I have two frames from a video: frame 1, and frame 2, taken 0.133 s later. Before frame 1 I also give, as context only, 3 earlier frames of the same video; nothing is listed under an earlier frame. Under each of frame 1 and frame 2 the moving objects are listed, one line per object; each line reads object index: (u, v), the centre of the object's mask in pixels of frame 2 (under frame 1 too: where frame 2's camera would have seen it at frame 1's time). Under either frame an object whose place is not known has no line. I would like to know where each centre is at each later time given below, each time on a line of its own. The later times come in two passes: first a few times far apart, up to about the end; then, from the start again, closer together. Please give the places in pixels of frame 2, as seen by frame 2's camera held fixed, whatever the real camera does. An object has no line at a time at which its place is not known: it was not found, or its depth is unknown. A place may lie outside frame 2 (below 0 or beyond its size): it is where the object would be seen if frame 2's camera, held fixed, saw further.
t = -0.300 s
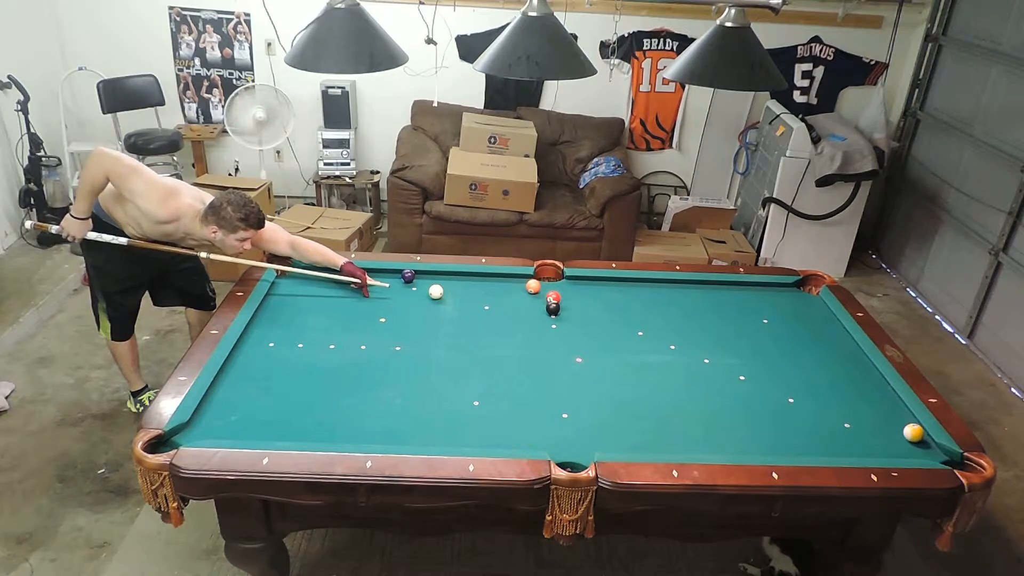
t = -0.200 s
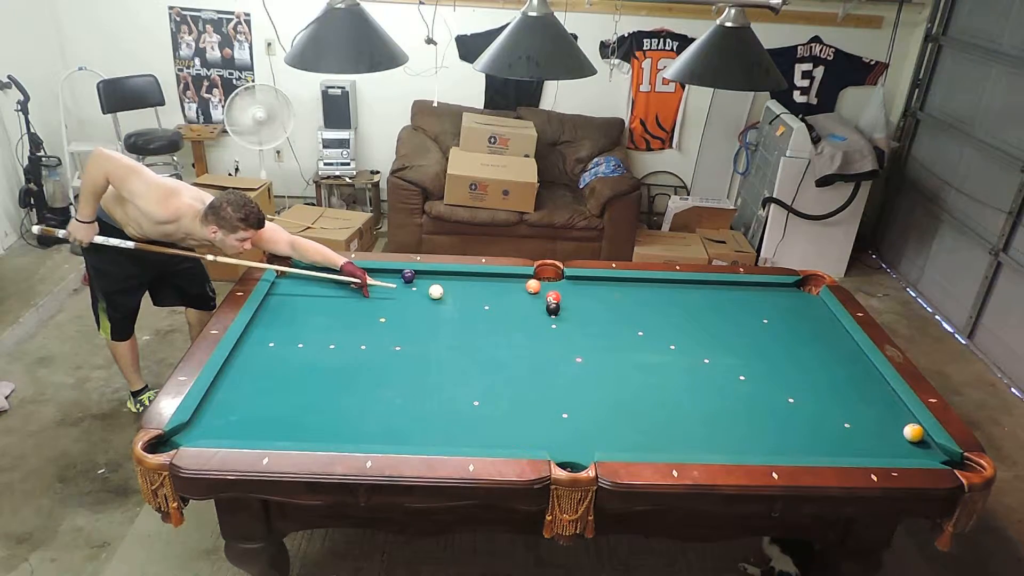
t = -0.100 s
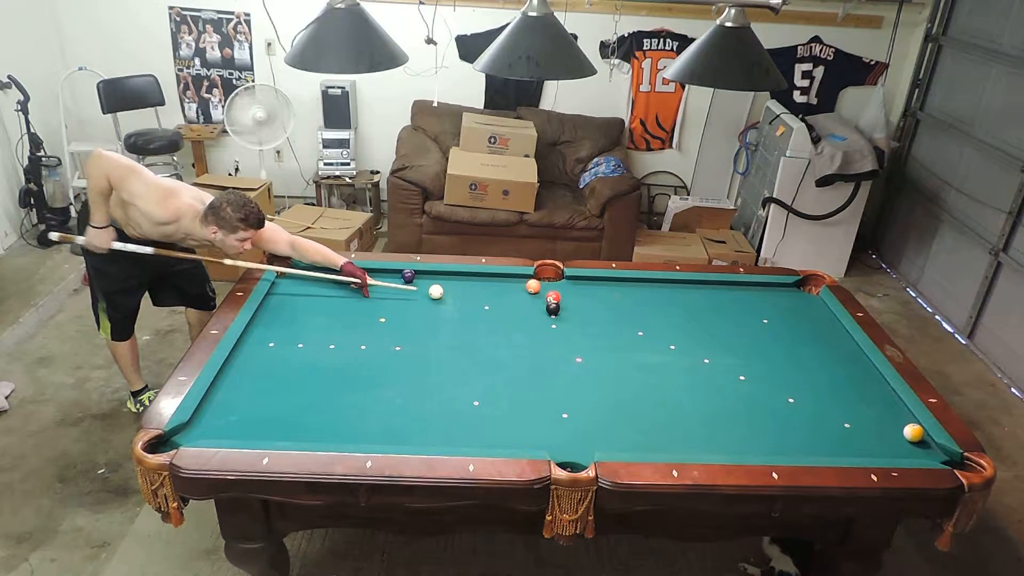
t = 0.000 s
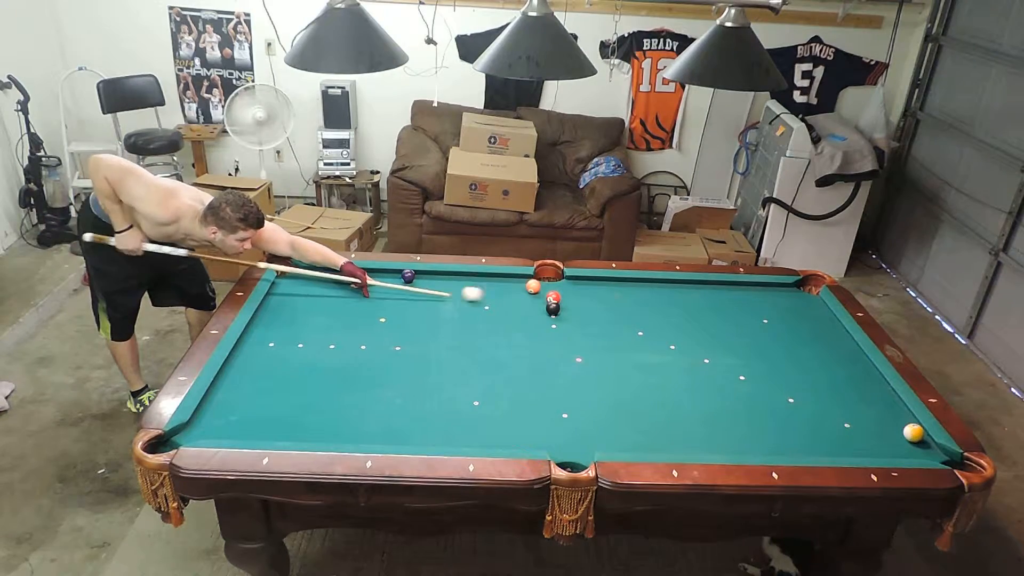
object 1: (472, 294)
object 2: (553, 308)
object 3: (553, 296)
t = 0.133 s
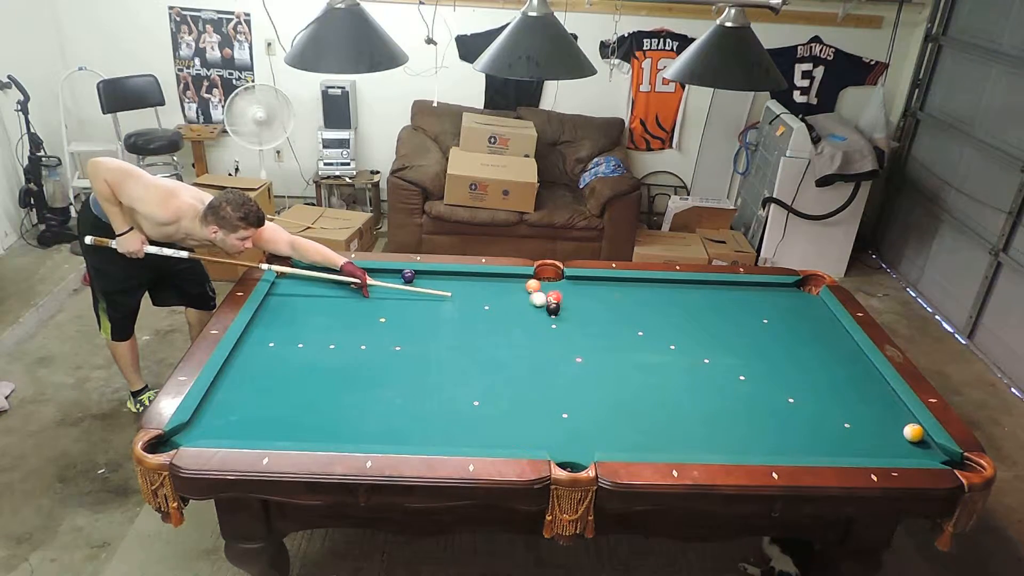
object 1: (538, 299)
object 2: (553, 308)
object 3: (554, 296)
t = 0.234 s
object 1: (540, 304)
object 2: (555, 309)
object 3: (589, 296)
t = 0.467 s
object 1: (542, 309)
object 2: (566, 313)
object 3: (649, 292)
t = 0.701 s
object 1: (544, 313)
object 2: (576, 317)
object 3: (702, 289)
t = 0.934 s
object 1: (547, 317)
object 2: (584, 320)
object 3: (752, 286)
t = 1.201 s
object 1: (548, 320)
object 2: (593, 323)
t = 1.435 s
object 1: (550, 322)
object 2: (599, 325)
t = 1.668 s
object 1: (551, 323)
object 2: (603, 327)
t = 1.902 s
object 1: (551, 323)
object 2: (606, 328)
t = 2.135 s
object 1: (551, 323)
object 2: (608, 329)
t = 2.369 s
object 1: (551, 323)
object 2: (608, 329)
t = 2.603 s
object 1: (551, 323)
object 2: (608, 329)
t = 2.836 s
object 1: (551, 323)
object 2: (608, 329)
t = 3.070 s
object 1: (551, 323)
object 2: (608, 329)
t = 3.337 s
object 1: (551, 323)
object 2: (608, 329)
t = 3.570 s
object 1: (551, 323)
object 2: (608, 329)
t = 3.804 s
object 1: (551, 323)
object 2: (608, 329)
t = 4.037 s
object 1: (551, 323)
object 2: (608, 329)
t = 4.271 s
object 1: (551, 323)
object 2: (608, 329)
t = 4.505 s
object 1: (551, 323)
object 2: (608, 329)
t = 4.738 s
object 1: (551, 323)
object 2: (608, 329)
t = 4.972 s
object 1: (551, 323)
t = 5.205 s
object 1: (551, 323)
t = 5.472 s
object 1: (553, 322)
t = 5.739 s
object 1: (546, 322)
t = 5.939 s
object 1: (551, 323)
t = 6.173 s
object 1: (551, 323)
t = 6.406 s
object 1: (551, 323)
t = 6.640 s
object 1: (551, 323)
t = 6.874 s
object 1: (551, 323)
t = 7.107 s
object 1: (551, 323)
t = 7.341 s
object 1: (551, 323)
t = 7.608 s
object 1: (551, 323)
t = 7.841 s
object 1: (551, 323)
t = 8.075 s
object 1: (551, 323)
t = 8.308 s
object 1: (551, 323)
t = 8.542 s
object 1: (551, 323)
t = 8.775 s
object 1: (551, 323)
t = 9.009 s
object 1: (551, 323)
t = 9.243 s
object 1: (551, 323)
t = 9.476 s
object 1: (551, 323)
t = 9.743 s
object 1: (551, 323)
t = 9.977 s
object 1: (551, 323)
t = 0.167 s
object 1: (540, 301)
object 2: (553, 308)
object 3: (566, 297)
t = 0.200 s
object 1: (540, 303)
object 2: (553, 308)
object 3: (578, 297)
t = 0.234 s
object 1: (540, 304)
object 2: (555, 309)
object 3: (589, 296)
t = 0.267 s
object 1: (540, 304)
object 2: (557, 309)
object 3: (599, 295)
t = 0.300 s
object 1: (540, 305)
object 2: (558, 310)
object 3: (608, 295)
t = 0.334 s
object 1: (540, 306)
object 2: (560, 311)
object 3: (616, 294)
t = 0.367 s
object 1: (541, 307)
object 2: (562, 312)
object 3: (624, 294)
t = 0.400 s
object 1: (541, 307)
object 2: (563, 312)
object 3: (632, 293)
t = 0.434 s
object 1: (541, 308)
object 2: (564, 313)
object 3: (640, 293)
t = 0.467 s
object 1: (542, 309)
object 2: (566, 313)
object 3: (649, 292)
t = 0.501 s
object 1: (542, 310)
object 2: (567, 314)
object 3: (656, 292)
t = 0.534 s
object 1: (543, 310)
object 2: (569, 314)
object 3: (664, 292)
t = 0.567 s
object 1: (543, 311)
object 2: (570, 315)
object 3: (672, 291)
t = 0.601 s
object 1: (543, 311)
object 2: (571, 315)
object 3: (680, 290)
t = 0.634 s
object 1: (543, 312)
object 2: (573, 316)
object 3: (687, 290)
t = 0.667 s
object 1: (544, 313)
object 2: (574, 316)
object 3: (695, 290)
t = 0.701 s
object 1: (544, 313)
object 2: (576, 317)
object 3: (702, 289)
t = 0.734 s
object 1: (545, 314)
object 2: (577, 317)
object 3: (709, 289)
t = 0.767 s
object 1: (545, 314)
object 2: (578, 318)
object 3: (717, 288)
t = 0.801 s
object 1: (545, 315)
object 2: (579, 318)
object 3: (724, 288)
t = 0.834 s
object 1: (546, 315)
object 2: (581, 319)
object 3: (731, 288)
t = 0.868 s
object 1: (546, 316)
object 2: (582, 319)
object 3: (739, 287)
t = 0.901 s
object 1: (546, 316)
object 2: (583, 320)
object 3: (746, 287)
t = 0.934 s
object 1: (547, 317)
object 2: (584, 320)
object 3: (752, 286)
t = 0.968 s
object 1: (547, 317)
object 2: (585, 321)
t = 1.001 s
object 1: (547, 318)
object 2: (586, 321)
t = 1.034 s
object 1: (547, 318)
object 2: (588, 322)
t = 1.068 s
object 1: (547, 318)
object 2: (589, 322)
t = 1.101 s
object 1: (547, 319)
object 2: (590, 322)
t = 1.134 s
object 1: (548, 319)
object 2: (590, 323)
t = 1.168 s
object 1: (548, 320)
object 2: (592, 323)
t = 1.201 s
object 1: (548, 320)
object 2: (593, 323)
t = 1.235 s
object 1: (548, 320)
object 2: (593, 324)
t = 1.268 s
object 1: (549, 321)
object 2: (594, 324)
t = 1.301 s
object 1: (549, 321)
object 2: (595, 324)
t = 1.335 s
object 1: (549, 321)
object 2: (596, 325)
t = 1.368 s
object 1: (549, 321)
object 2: (597, 325)
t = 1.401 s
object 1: (550, 322)
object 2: (598, 325)
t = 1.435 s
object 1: (550, 322)
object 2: (599, 325)
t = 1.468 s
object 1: (550, 322)
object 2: (599, 326)
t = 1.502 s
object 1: (550, 322)
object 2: (600, 326)
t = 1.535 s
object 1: (550, 322)
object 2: (601, 326)
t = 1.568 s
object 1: (550, 322)
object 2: (601, 327)
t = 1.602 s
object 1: (551, 323)
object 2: (602, 327)
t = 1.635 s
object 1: (551, 323)
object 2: (603, 327)
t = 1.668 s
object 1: (551, 323)
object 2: (603, 327)
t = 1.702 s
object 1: (551, 323)
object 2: (604, 328)
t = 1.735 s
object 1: (551, 323)
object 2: (604, 328)
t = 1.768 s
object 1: (551, 323)
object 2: (605, 328)
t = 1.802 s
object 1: (551, 323)
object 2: (605, 328)
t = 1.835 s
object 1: (551, 323)
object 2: (606, 328)
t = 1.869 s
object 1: (551, 323)
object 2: (606, 328)
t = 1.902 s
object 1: (551, 323)
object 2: (606, 328)
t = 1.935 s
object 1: (551, 323)
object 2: (607, 329)
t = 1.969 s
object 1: (551, 323)
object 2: (607, 329)
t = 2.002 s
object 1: (551, 323)
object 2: (607, 329)
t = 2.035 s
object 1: (551, 323)
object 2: (608, 329)
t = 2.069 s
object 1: (551, 323)
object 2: (608, 329)
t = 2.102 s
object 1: (551, 323)
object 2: (608, 329)
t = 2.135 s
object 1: (551, 323)
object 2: (608, 329)
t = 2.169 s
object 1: (551, 323)
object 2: (608, 329)
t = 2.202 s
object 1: (551, 323)
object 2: (608, 329)
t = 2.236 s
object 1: (551, 323)
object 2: (608, 329)
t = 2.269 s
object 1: (551, 323)
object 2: (608, 329)
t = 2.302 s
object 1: (551, 323)
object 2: (608, 329)
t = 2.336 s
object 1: (551, 323)
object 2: (609, 329)
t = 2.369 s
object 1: (551, 323)
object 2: (608, 329)
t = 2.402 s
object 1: (551, 323)
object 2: (608, 329)
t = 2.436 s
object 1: (551, 323)
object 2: (609, 329)
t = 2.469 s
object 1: (551, 323)
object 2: (608, 329)
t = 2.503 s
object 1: (551, 323)
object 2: (608, 329)
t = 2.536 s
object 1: (551, 323)
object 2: (609, 329)
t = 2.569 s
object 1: (551, 323)
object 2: (609, 329)
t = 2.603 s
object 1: (551, 323)
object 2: (608, 329)
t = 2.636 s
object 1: (551, 323)
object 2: (608, 329)
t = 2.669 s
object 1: (551, 323)
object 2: (608, 329)
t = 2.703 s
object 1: (551, 323)
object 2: (609, 329)
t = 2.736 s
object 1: (551, 323)
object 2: (609, 329)
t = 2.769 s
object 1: (551, 323)
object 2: (608, 329)
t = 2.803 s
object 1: (551, 323)
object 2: (608, 329)
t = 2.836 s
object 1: (551, 323)
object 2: (608, 329)
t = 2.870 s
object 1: (551, 323)
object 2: (608, 329)
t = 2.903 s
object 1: (551, 323)
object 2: (608, 329)
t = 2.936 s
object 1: (551, 323)
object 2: (608, 329)
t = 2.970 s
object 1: (551, 323)
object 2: (608, 329)
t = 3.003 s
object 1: (551, 323)
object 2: (608, 329)
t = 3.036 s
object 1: (551, 323)
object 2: (608, 329)
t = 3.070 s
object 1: (551, 323)
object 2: (608, 329)
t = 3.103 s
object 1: (551, 323)
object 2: (608, 329)
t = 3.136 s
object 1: (551, 323)
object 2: (608, 329)
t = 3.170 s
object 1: (551, 323)
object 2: (608, 329)
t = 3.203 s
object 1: (551, 323)
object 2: (608, 329)
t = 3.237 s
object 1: (551, 323)
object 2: (608, 329)
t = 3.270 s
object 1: (551, 323)
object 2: (608, 329)
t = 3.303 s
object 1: (551, 323)
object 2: (608, 329)
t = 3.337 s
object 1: (551, 323)
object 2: (608, 329)
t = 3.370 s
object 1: (551, 323)
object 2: (608, 329)
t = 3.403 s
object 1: (551, 323)
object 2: (608, 329)
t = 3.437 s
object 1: (551, 323)
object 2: (608, 329)
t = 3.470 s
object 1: (551, 323)
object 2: (608, 329)
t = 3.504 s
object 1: (551, 323)
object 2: (608, 329)
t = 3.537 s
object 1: (551, 323)
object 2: (608, 329)
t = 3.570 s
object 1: (551, 323)
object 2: (608, 329)
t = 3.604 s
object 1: (551, 323)
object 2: (608, 329)
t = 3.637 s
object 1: (551, 323)
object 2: (608, 329)
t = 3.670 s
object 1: (551, 323)
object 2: (608, 329)
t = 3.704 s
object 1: (551, 323)
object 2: (608, 329)
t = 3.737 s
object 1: (551, 323)
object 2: (608, 329)
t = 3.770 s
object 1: (551, 323)
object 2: (608, 329)
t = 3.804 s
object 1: (551, 323)
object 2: (608, 329)
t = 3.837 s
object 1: (551, 323)
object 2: (608, 329)
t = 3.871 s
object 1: (551, 323)
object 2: (608, 329)
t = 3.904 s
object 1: (551, 323)
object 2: (608, 329)
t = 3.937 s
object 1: (551, 323)
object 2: (608, 329)
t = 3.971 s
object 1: (551, 323)
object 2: (608, 329)
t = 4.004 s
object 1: (551, 323)
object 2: (608, 329)
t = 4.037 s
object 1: (551, 323)
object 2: (608, 329)
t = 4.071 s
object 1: (551, 323)
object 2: (608, 329)
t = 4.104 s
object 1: (551, 323)
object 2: (608, 329)
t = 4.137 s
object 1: (551, 323)
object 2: (608, 329)
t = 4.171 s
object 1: (551, 323)
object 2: (608, 329)
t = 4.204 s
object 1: (551, 323)
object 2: (608, 329)
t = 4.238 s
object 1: (551, 323)
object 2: (608, 329)
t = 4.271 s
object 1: (551, 323)
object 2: (608, 329)
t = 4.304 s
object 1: (551, 323)
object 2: (608, 329)
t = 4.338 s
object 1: (551, 323)
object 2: (608, 329)
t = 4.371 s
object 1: (551, 323)
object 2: (608, 329)
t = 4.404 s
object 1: (551, 323)
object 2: (608, 329)
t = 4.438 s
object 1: (551, 323)
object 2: (608, 329)
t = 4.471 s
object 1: (551, 323)
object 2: (608, 329)
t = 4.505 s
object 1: (551, 323)
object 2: (608, 329)
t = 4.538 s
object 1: (551, 323)
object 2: (608, 329)
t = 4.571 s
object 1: (551, 323)
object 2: (608, 329)
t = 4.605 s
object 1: (551, 323)
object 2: (608, 329)
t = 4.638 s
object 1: (551, 323)
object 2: (608, 329)
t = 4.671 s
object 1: (551, 323)
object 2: (608, 329)
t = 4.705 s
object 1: (551, 323)
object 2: (608, 329)
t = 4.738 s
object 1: (551, 323)
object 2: (608, 329)
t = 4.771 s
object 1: (551, 323)
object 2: (608, 329)
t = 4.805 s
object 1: (551, 323)
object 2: (608, 329)
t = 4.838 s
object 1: (551, 323)
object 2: (608, 329)
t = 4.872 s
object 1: (551, 323)
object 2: (608, 329)
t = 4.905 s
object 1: (551, 323)
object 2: (608, 329)
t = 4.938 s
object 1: (551, 323)
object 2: (608, 329)
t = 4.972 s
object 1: (551, 323)
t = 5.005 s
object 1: (551, 323)
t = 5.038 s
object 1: (551, 323)
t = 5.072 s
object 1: (551, 323)
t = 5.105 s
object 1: (551, 323)
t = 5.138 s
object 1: (551, 323)
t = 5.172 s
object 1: (551, 323)
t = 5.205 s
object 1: (551, 323)
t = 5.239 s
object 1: (551, 323)
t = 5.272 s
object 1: (551, 323)
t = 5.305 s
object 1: (551, 323)
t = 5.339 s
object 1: (551, 323)
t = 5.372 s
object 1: (551, 323)
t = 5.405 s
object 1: (551, 323)
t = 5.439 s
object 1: (551, 323)
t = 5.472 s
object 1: (553, 322)
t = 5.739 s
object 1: (546, 322)
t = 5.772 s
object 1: (551, 323)
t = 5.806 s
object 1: (551, 323)
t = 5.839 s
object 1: (551, 323)
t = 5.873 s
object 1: (551, 323)
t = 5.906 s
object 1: (551, 323)
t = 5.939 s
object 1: (551, 323)
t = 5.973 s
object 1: (551, 323)
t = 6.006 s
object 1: (551, 323)
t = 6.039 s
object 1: (551, 323)
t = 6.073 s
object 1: (551, 323)
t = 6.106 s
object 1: (551, 323)
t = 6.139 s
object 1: (551, 323)
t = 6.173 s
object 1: (551, 323)
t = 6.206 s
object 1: (551, 323)
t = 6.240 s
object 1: (551, 323)
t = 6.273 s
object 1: (551, 323)
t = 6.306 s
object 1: (551, 323)
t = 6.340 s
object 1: (551, 323)
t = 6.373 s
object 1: (551, 323)
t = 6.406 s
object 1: (551, 323)
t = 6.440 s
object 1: (551, 323)
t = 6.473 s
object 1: (551, 323)
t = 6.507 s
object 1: (551, 323)
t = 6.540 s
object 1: (551, 323)
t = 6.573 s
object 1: (551, 323)
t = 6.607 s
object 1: (551, 323)
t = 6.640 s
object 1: (551, 323)
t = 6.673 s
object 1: (551, 323)
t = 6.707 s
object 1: (551, 323)
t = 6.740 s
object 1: (551, 323)
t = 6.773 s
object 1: (551, 323)
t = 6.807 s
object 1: (551, 323)
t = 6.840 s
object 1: (551, 323)
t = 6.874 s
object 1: (551, 323)
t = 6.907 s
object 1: (551, 323)
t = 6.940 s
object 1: (551, 323)
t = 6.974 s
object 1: (551, 323)
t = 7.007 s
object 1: (551, 323)
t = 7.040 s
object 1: (551, 323)
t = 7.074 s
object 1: (551, 323)
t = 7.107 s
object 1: (551, 323)
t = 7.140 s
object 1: (551, 323)
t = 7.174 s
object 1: (551, 323)
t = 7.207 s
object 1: (551, 323)
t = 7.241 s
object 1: (551, 323)
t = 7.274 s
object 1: (551, 323)
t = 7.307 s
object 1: (551, 323)
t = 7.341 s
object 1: (551, 323)
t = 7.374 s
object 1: (551, 323)
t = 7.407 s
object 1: (551, 323)
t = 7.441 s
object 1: (551, 323)
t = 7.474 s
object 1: (551, 323)
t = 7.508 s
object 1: (551, 323)
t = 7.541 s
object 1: (551, 323)
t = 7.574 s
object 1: (551, 323)
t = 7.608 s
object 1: (551, 323)
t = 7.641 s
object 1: (551, 323)
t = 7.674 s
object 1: (551, 323)
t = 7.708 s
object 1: (551, 323)
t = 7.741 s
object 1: (551, 323)
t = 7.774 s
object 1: (551, 323)
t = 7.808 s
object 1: (551, 323)
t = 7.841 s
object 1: (551, 323)
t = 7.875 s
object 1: (551, 323)
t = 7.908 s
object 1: (551, 323)
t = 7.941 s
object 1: (551, 323)
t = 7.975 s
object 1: (551, 323)
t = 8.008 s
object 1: (551, 323)
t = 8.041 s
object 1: (551, 323)
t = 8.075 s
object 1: (551, 323)
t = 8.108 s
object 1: (551, 323)
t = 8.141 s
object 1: (551, 323)
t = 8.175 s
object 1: (551, 323)
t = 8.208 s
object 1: (551, 323)
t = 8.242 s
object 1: (551, 323)
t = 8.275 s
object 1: (551, 323)
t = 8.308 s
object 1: (551, 323)
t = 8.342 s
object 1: (551, 323)
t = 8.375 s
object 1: (551, 323)
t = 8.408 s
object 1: (551, 323)
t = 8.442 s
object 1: (551, 323)
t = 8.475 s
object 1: (551, 323)
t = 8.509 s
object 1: (551, 323)
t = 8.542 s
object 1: (551, 323)
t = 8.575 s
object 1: (551, 323)
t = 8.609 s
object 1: (551, 323)
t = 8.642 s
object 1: (551, 323)
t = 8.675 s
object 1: (551, 323)
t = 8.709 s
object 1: (551, 323)
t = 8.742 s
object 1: (551, 323)
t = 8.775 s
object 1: (551, 323)
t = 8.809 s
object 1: (551, 323)
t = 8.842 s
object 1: (551, 323)
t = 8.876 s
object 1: (551, 323)
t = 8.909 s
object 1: (551, 323)
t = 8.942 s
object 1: (551, 323)
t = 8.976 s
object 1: (551, 323)
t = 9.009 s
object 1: (551, 323)
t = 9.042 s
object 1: (551, 323)
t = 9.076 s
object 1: (551, 323)
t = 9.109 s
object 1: (551, 323)
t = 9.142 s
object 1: (551, 323)
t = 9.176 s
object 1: (551, 323)
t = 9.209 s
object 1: (551, 323)
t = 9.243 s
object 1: (551, 323)
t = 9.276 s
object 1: (551, 323)
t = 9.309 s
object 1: (551, 323)
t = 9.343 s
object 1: (551, 323)
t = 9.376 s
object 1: (551, 323)
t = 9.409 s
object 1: (551, 323)
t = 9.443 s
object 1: (551, 323)
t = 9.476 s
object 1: (551, 323)
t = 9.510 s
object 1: (551, 323)
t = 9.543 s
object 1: (551, 323)
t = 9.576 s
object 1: (551, 323)
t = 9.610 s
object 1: (551, 323)
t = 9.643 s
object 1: (551, 323)
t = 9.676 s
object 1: (551, 323)
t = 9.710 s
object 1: (551, 323)
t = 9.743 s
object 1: (551, 323)
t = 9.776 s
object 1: (551, 323)
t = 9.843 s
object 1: (551, 323)
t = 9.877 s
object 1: (551, 323)
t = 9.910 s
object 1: (551, 323)
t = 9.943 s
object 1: (551, 323)
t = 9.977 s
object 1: (551, 323)
